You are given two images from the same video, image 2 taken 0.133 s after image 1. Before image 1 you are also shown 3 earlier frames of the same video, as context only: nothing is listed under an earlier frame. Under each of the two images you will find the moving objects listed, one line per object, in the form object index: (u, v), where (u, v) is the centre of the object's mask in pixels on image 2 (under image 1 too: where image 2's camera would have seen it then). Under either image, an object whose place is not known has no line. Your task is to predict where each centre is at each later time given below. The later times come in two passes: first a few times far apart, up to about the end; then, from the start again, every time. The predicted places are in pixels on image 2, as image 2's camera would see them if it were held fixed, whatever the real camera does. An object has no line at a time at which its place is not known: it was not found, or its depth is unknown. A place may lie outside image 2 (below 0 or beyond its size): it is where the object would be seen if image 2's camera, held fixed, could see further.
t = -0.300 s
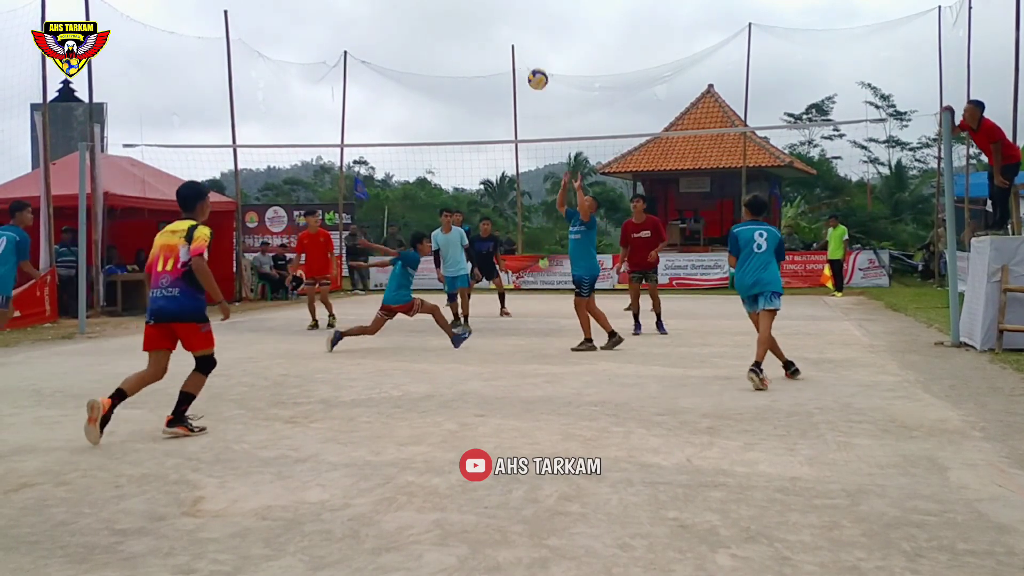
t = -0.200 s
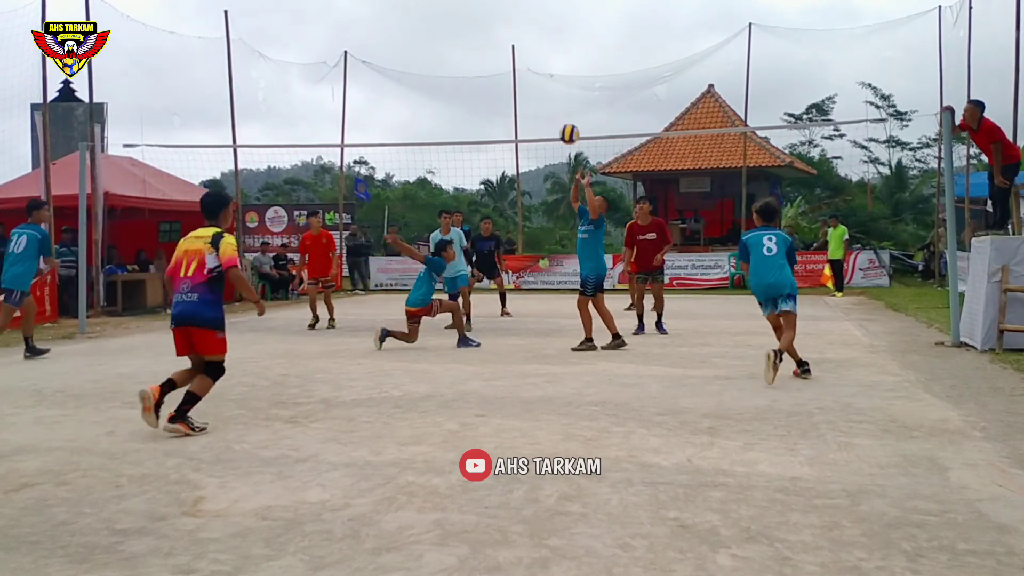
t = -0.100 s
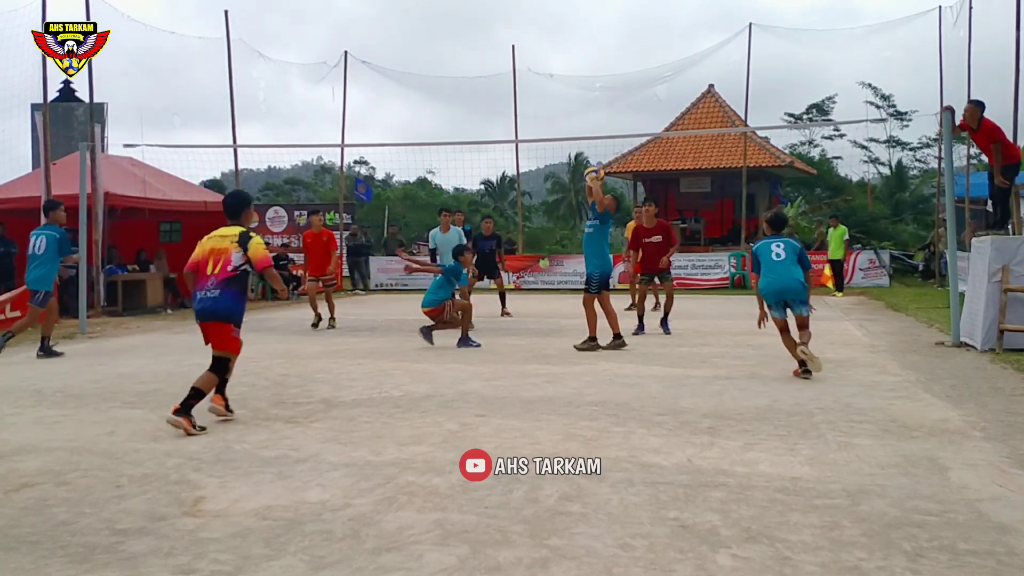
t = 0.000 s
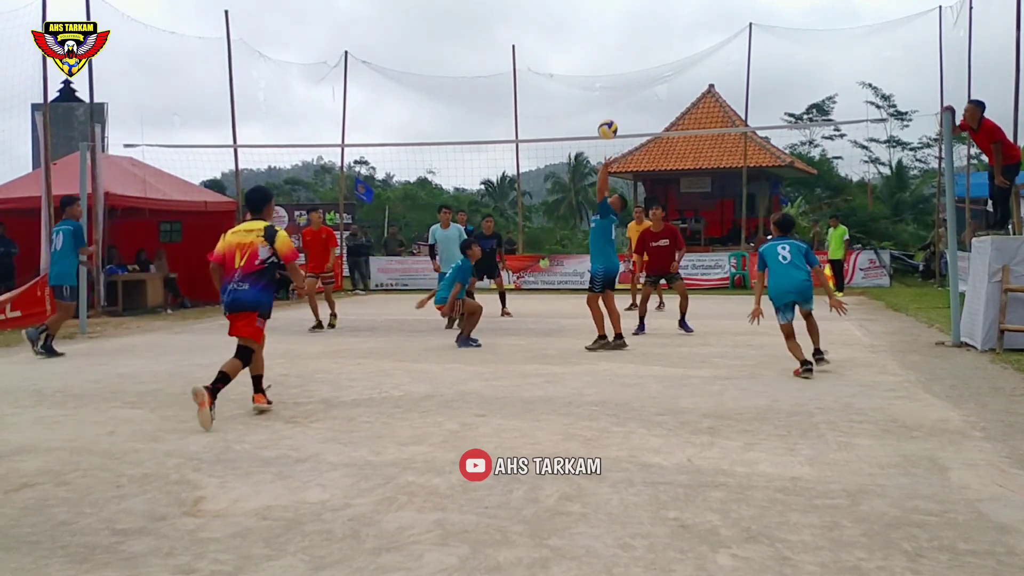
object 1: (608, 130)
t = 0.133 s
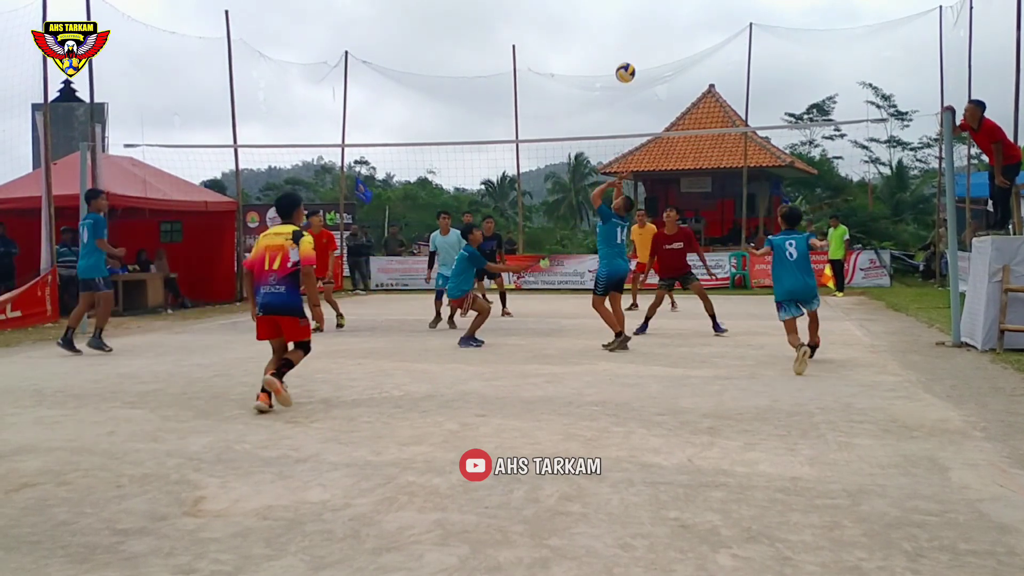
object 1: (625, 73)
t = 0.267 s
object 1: (642, 33)
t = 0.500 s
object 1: (671, 7)
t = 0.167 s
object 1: (629, 61)
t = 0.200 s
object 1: (634, 51)
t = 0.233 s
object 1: (638, 41)
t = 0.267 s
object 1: (642, 33)
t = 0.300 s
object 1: (646, 26)
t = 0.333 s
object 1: (650, 20)
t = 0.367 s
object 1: (654, 15)
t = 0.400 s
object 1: (659, 11)
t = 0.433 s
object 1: (663, 9)
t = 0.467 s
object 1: (667, 8)
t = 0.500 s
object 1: (671, 7)
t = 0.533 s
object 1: (675, 7)
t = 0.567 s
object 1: (679, 8)
